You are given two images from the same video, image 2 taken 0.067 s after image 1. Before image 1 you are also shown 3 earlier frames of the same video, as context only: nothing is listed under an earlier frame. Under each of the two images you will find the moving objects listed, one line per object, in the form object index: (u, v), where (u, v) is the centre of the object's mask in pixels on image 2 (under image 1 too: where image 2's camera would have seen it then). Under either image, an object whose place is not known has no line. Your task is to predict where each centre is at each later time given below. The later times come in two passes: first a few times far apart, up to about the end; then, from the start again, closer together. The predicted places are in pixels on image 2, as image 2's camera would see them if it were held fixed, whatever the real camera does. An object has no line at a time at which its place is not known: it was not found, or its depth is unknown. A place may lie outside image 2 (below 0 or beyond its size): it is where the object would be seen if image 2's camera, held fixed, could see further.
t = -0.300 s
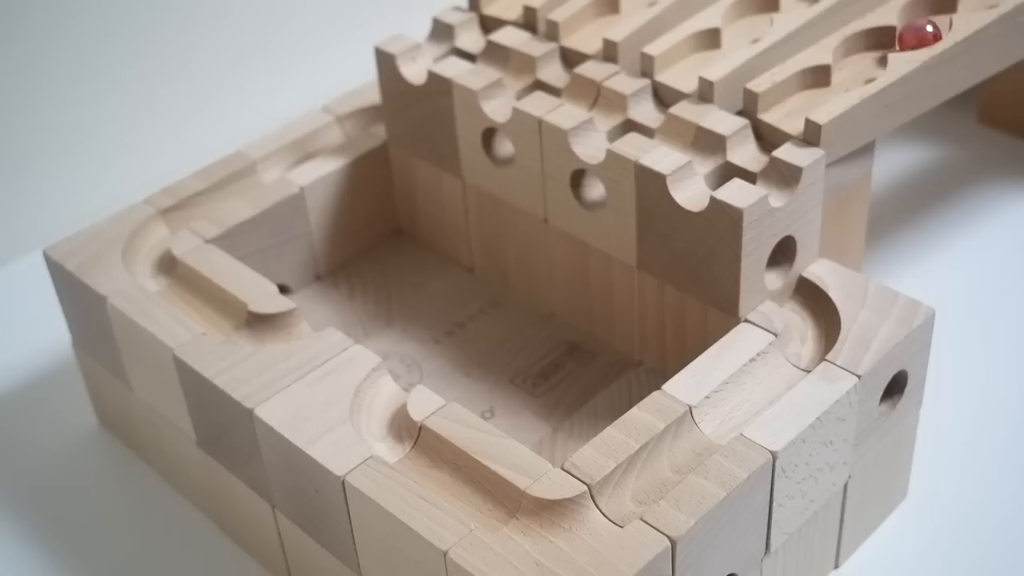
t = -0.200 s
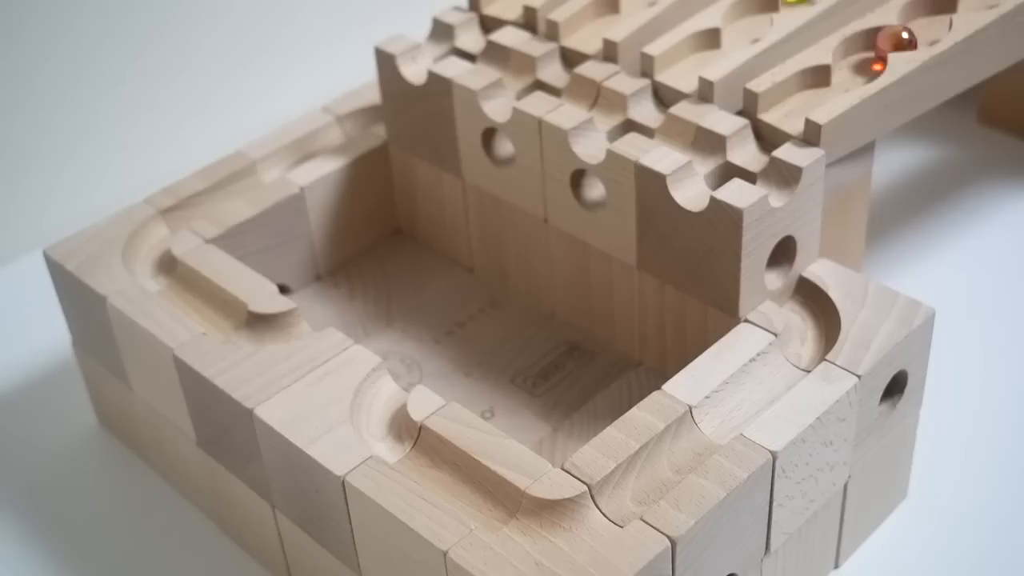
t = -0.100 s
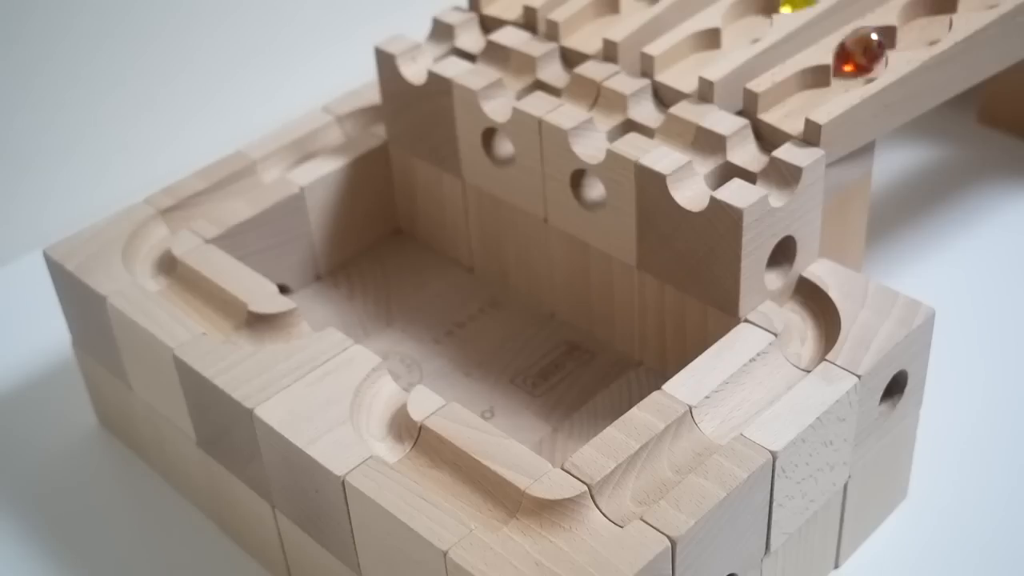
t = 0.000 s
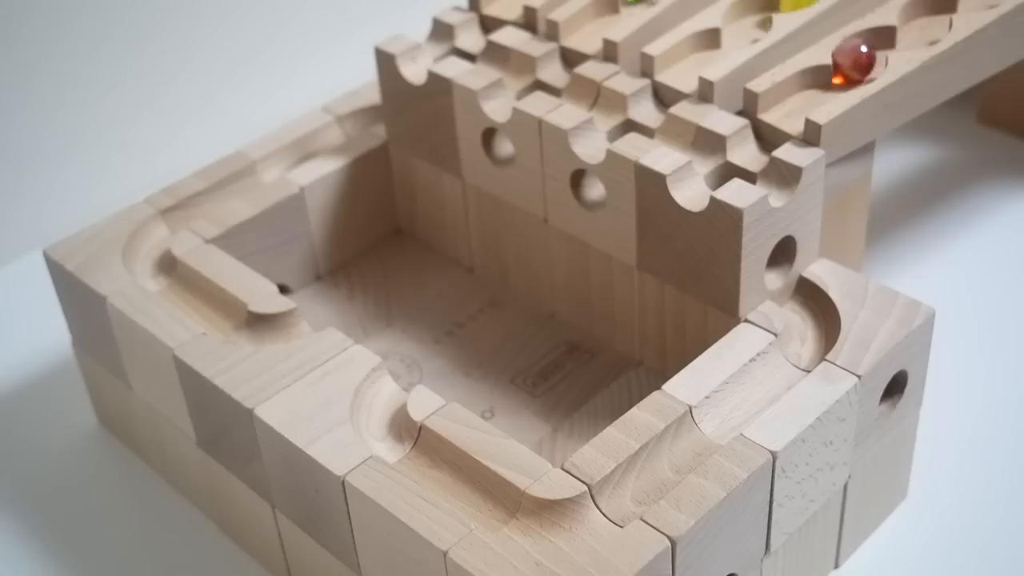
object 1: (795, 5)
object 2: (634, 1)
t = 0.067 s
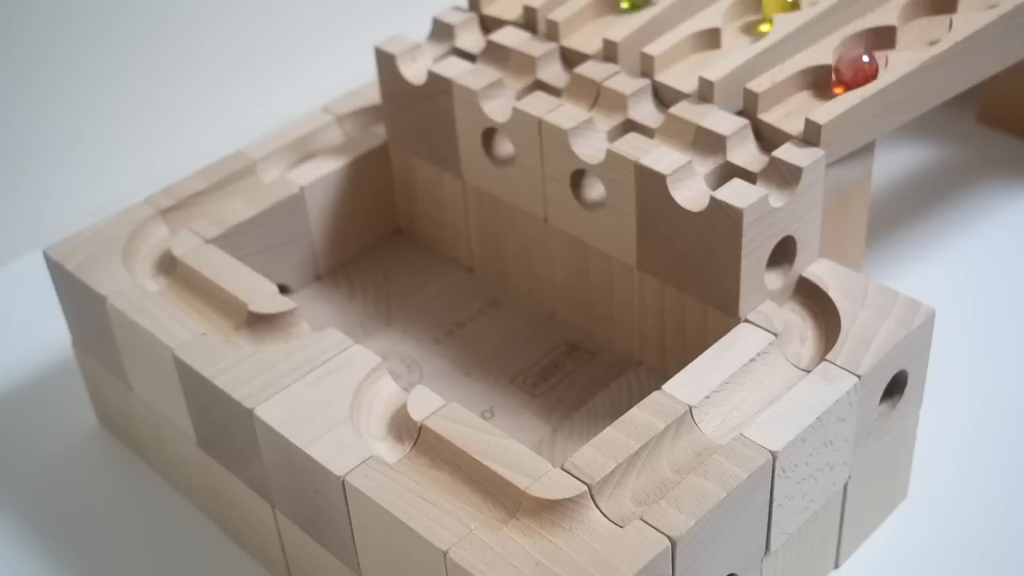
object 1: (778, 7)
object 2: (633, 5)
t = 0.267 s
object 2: (626, 9)
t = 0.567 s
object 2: (552, 68)
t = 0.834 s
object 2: (445, 334)
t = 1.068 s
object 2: (410, 382)
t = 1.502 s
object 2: (387, 366)
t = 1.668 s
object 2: (383, 356)
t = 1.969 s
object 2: (382, 347)
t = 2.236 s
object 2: (388, 349)
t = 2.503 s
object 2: (398, 355)
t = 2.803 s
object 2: (478, 306)
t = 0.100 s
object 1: (759, 19)
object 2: (634, 6)
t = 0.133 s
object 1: (749, 19)
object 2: (633, 7)
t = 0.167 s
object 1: (746, 18)
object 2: (635, 6)
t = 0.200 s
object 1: (743, 19)
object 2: (633, 7)
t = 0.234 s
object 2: (631, 7)
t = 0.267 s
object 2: (626, 9)
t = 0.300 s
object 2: (616, 13)
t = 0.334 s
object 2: (610, 13)
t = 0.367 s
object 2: (604, 14)
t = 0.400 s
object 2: (591, 23)
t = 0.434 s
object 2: (579, 29)
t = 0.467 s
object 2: (570, 35)
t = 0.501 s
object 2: (559, 59)
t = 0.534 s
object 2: (557, 60)
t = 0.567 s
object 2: (552, 68)
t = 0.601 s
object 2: (532, 83)
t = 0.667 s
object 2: (499, 147)
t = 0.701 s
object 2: (499, 147)
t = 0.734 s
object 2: (488, 161)
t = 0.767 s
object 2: (471, 197)
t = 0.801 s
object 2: (459, 255)
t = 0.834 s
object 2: (445, 334)
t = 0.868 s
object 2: (425, 327)
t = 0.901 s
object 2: (406, 345)
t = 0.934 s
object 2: (398, 376)
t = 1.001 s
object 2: (402, 383)
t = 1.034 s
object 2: (406, 382)
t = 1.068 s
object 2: (410, 382)
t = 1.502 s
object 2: (387, 366)
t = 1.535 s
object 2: (386, 364)
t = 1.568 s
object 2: (385, 361)
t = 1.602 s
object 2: (384, 359)
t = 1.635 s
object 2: (384, 358)
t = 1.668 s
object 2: (383, 356)
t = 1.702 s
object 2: (382, 355)
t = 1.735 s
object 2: (381, 353)
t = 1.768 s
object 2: (378, 349)
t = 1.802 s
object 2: (379, 349)
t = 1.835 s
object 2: (381, 350)
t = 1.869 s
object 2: (381, 349)
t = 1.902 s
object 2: (381, 348)
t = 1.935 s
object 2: (382, 347)
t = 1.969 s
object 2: (382, 347)
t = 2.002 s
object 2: (383, 347)
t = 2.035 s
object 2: (383, 346)
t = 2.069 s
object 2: (384, 347)
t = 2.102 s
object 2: (384, 347)
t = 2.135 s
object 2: (385, 347)
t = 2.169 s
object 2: (386, 348)
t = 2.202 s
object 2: (387, 349)
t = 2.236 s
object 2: (388, 349)
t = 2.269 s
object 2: (390, 350)
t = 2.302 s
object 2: (391, 351)
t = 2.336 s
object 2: (392, 352)
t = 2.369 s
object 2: (393, 352)
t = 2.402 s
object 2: (394, 353)
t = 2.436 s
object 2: (396, 354)
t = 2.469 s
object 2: (397, 354)
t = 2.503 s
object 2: (398, 355)
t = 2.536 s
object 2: (399, 355)
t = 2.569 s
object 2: (400, 355)
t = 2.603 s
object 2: (401, 355)
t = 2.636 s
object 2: (415, 345)
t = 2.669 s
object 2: (428, 338)
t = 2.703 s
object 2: (441, 330)
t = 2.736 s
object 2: (453, 321)
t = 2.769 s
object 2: (465, 314)
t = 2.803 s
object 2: (478, 306)
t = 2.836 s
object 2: (490, 298)
